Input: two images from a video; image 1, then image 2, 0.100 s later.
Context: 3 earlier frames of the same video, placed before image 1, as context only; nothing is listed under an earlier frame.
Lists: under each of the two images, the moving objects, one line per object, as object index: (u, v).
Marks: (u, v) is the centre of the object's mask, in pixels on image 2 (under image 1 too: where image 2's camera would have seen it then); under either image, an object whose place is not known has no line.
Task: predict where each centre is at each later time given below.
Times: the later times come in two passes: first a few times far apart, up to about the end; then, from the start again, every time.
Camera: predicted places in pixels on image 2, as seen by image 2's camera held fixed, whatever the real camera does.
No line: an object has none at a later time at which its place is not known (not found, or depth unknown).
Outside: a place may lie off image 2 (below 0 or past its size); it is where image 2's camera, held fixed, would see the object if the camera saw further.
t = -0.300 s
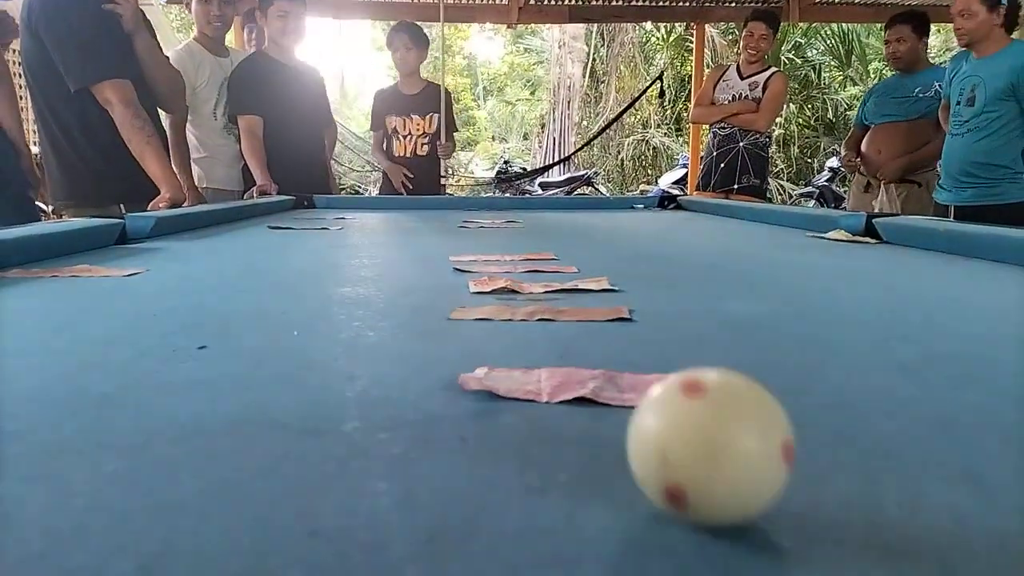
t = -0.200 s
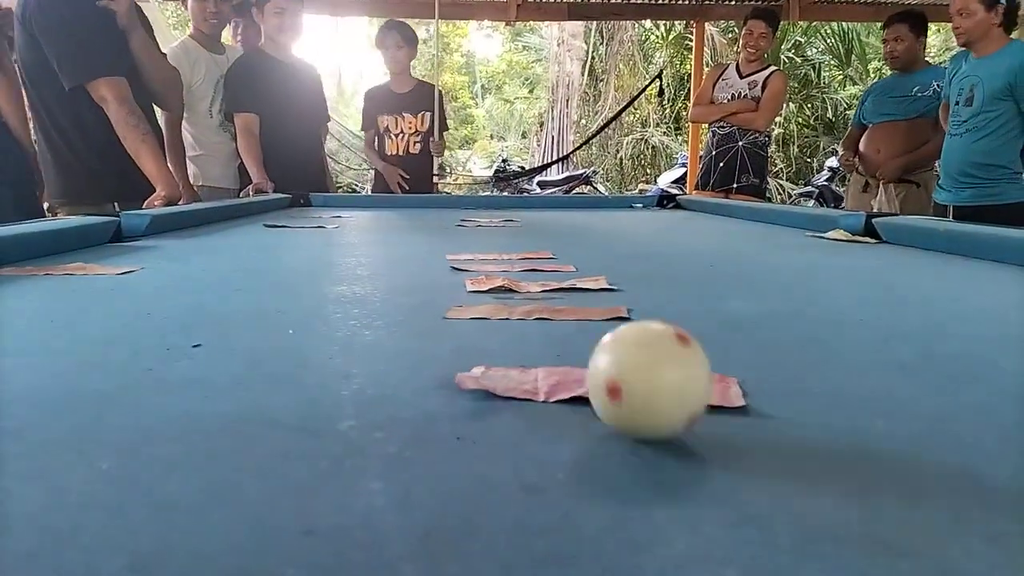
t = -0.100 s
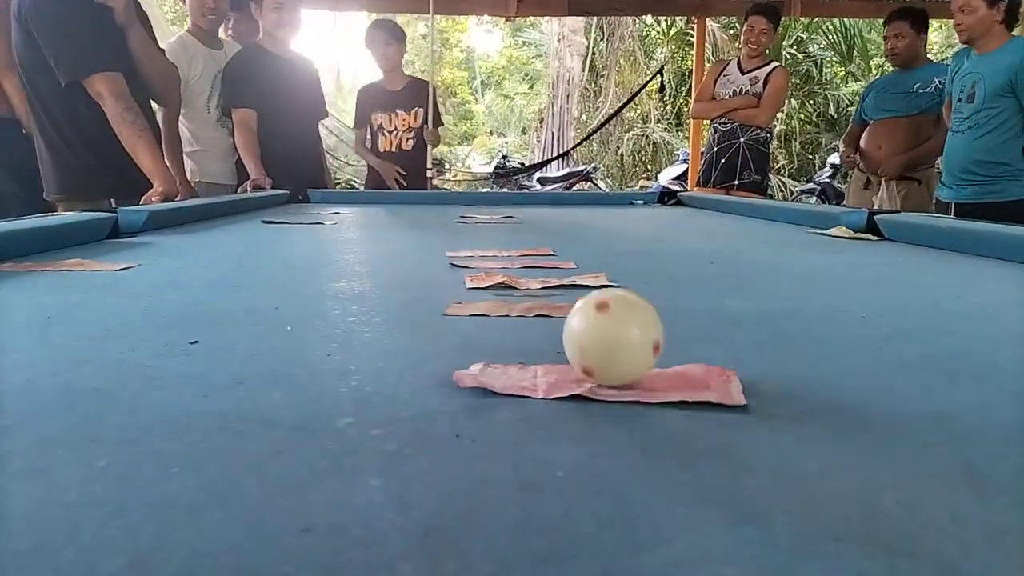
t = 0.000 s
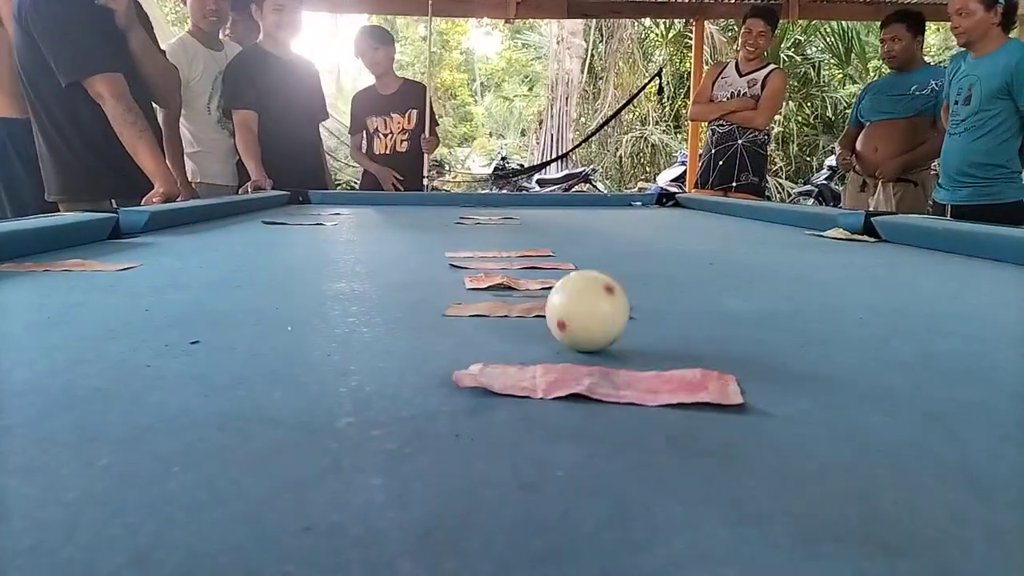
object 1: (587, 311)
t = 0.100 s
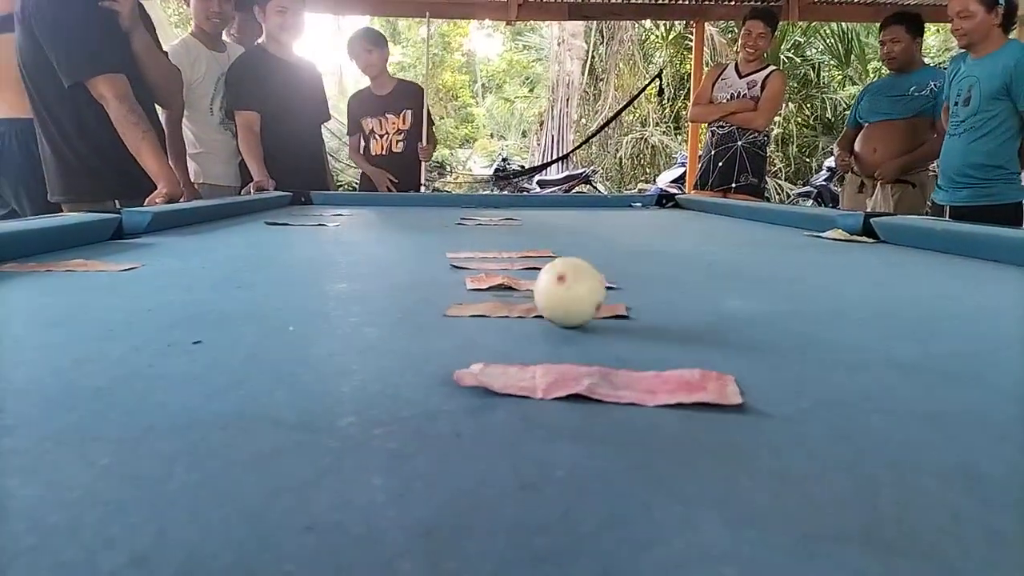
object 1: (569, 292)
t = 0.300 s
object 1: (545, 266)
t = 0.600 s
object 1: (525, 245)
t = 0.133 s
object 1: (564, 287)
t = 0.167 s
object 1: (560, 281)
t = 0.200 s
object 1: (556, 278)
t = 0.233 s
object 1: (552, 274)
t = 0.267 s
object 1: (549, 270)
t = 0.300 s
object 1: (545, 266)
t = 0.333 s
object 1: (542, 263)
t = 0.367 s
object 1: (539, 261)
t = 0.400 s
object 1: (537, 258)
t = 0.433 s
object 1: (535, 255)
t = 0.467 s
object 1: (533, 252)
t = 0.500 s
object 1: (531, 251)
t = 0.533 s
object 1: (528, 248)
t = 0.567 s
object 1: (527, 247)
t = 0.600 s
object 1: (525, 245)
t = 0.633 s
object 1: (524, 243)
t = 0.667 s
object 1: (522, 241)
